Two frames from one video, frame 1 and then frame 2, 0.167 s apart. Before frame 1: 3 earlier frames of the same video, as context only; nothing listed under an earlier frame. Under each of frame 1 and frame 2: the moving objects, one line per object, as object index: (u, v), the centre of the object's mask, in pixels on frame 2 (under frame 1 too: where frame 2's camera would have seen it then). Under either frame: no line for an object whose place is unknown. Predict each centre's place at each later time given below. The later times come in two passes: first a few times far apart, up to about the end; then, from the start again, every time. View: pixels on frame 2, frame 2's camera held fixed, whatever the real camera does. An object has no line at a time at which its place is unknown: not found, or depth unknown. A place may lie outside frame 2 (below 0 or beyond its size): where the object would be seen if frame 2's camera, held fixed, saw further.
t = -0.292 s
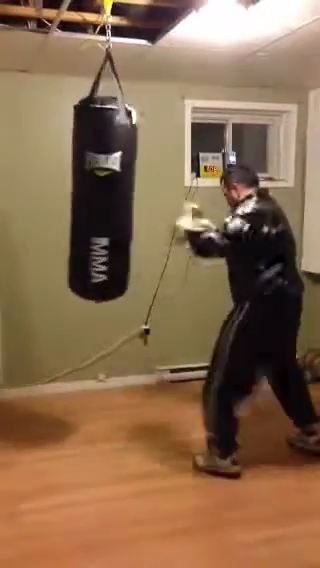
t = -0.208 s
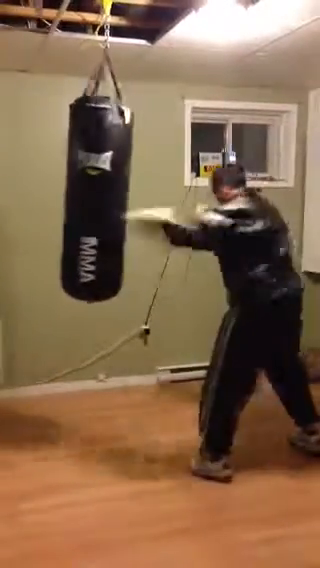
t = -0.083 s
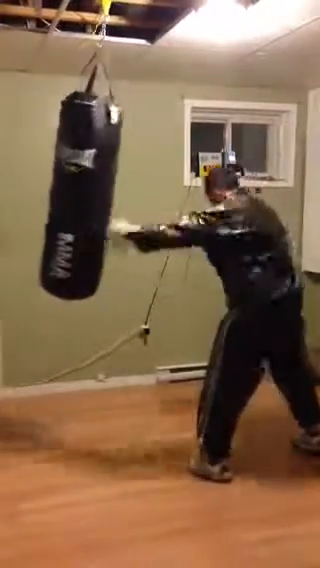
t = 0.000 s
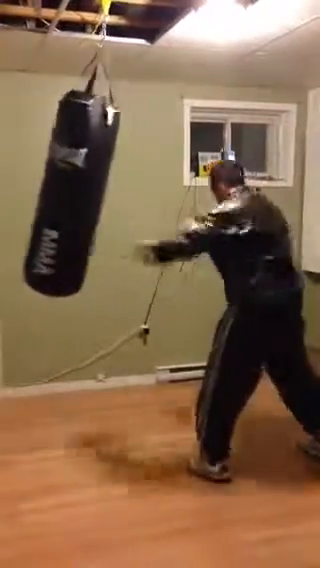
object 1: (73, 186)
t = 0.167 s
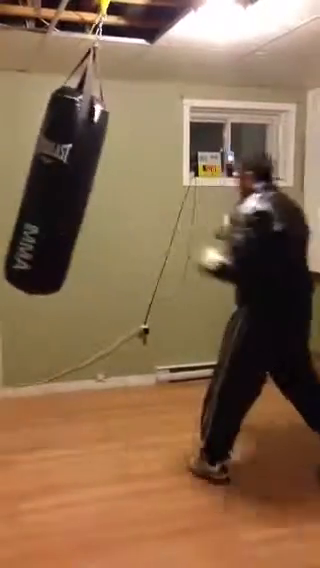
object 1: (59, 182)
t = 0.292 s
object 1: (56, 183)
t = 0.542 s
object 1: (69, 187)
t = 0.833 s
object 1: (108, 193)
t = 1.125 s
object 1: (144, 188)
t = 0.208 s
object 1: (57, 182)
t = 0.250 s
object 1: (57, 182)
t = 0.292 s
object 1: (56, 183)
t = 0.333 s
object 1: (57, 183)
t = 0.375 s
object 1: (58, 183)
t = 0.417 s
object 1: (60, 184)
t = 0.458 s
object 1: (63, 185)
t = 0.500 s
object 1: (66, 186)
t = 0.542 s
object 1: (69, 187)
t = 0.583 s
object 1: (73, 188)
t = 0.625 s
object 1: (78, 189)
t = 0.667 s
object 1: (83, 190)
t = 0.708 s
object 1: (89, 192)
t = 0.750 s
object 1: (95, 192)
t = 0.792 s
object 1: (101, 192)
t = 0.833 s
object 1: (108, 193)
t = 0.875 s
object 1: (115, 192)
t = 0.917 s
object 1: (120, 191)
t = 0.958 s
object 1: (125, 191)
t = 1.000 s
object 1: (131, 191)
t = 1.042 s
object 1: (135, 190)
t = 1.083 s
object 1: (140, 189)
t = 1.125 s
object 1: (144, 188)
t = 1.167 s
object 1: (147, 188)
